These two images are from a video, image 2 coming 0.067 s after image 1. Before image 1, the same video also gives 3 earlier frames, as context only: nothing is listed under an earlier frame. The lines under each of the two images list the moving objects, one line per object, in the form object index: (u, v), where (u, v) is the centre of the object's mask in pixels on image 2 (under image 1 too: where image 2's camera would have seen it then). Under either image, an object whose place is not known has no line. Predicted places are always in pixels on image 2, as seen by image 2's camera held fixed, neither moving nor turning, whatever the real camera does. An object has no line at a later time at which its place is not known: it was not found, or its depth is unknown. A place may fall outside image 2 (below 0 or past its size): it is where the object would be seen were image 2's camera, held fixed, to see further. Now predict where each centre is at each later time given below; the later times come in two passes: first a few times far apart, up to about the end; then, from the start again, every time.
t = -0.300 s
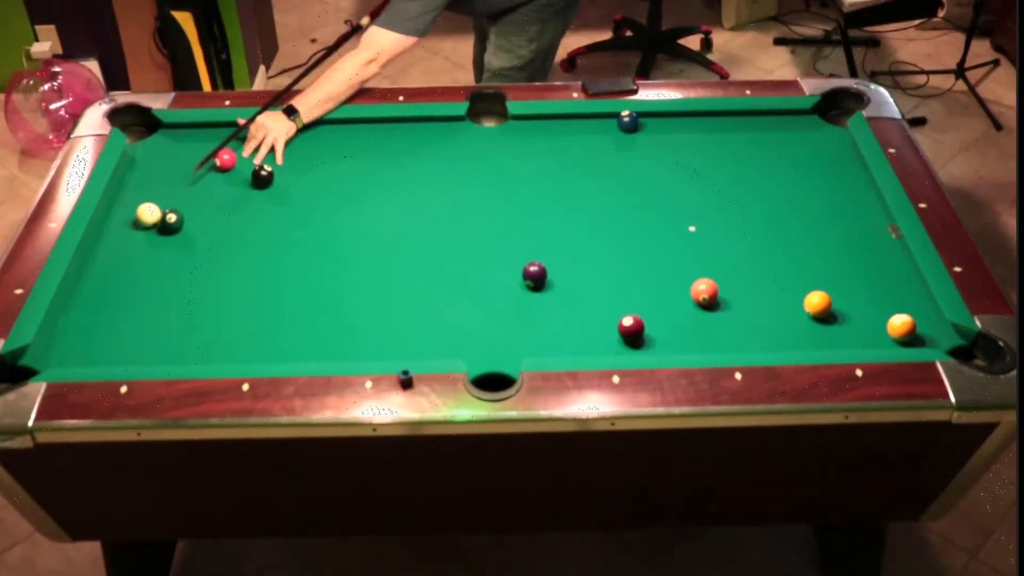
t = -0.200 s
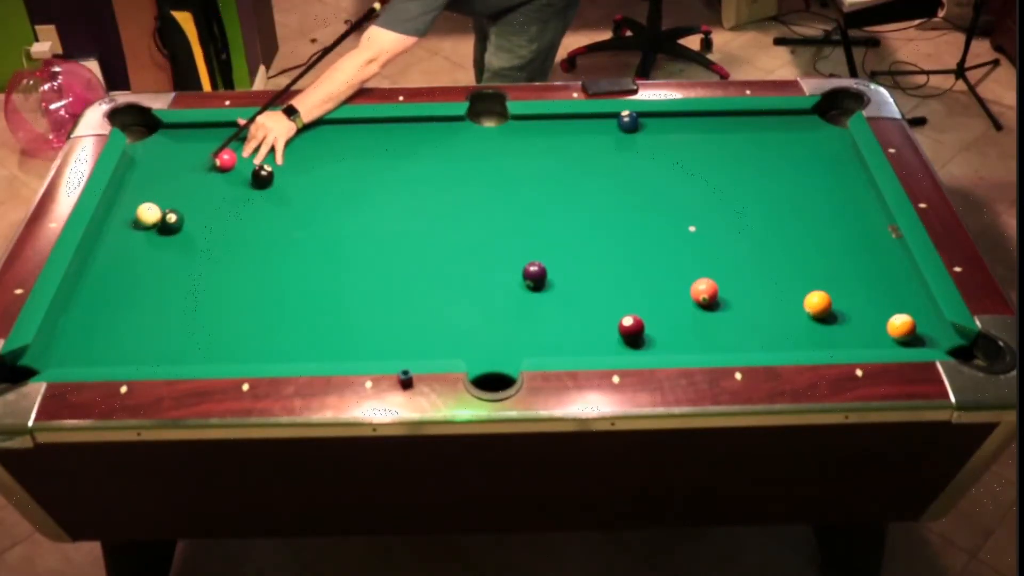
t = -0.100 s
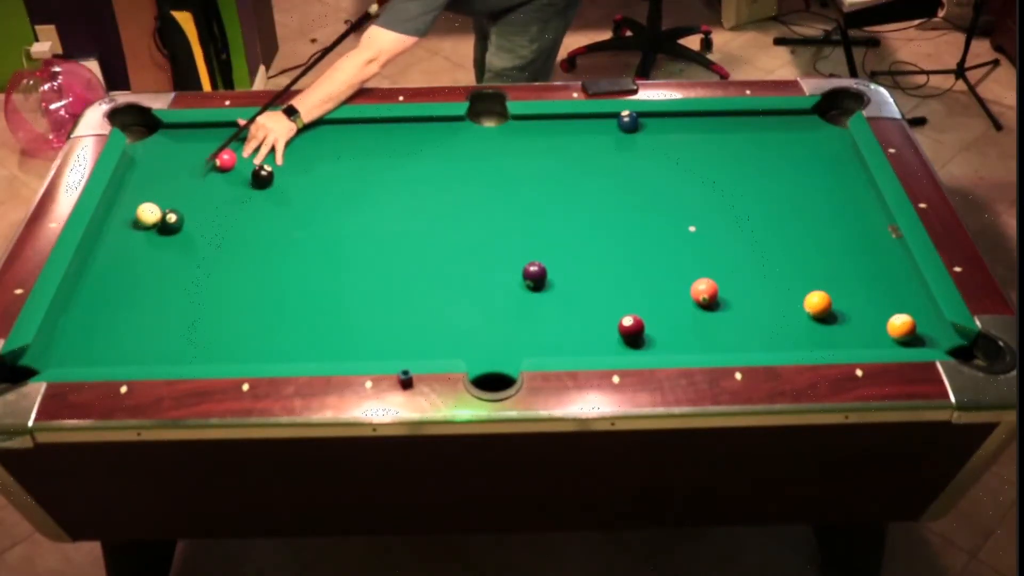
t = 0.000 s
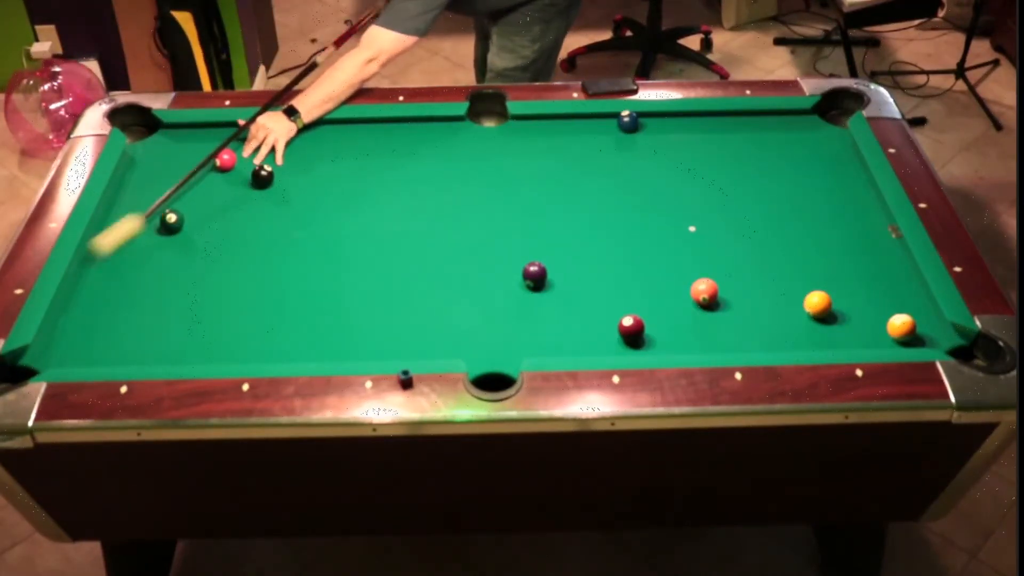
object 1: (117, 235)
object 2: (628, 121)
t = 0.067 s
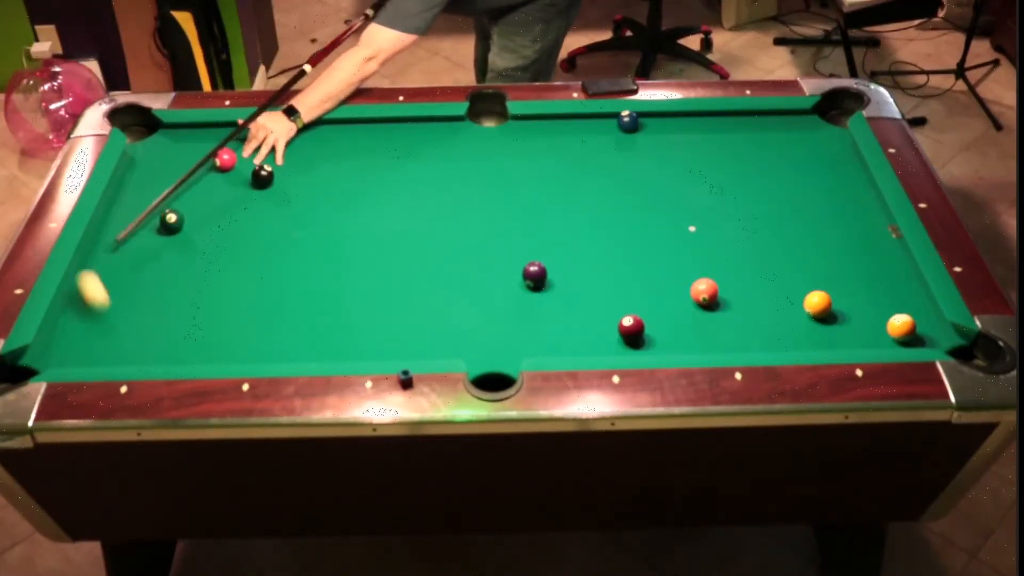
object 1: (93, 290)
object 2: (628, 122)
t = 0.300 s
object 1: (267, 282)
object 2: (628, 121)
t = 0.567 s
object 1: (465, 185)
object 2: (628, 121)
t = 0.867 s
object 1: (605, 128)
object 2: (654, 125)
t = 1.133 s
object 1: (615, 159)
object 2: (738, 140)
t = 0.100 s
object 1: (105, 315)
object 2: (628, 122)
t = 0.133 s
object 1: (118, 342)
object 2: (628, 121)
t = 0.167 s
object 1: (141, 351)
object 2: (628, 122)
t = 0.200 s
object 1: (174, 333)
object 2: (628, 122)
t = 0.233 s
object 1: (207, 314)
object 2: (628, 121)
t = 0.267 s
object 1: (238, 298)
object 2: (628, 121)
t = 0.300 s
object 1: (267, 282)
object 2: (628, 121)
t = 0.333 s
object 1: (295, 268)
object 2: (628, 121)
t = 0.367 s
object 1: (321, 255)
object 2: (628, 121)
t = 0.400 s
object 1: (347, 243)
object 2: (628, 121)
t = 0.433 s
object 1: (372, 230)
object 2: (628, 121)
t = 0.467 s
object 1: (396, 219)
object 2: (628, 121)
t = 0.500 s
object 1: (420, 207)
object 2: (628, 121)
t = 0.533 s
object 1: (442, 196)
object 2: (628, 121)
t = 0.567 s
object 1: (465, 185)
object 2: (628, 121)
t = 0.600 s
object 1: (487, 175)
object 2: (628, 121)
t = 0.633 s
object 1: (508, 165)
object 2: (628, 121)
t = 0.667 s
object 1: (529, 155)
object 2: (628, 121)
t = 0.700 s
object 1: (548, 145)
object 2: (628, 121)
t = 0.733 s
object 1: (568, 136)
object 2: (628, 121)
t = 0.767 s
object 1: (587, 126)
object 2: (628, 122)
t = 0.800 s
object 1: (602, 119)
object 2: (629, 122)
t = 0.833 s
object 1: (605, 123)
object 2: (640, 123)
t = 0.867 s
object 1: (605, 128)
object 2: (654, 125)
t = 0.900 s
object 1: (604, 133)
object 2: (668, 128)
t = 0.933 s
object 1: (605, 138)
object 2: (678, 130)
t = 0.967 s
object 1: (606, 142)
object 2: (686, 131)
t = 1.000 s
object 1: (607, 145)
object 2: (698, 133)
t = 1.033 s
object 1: (609, 149)
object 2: (708, 135)
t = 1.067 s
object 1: (611, 153)
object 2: (718, 137)
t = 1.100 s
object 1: (613, 156)
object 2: (727, 138)
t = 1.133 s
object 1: (615, 159)
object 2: (738, 140)
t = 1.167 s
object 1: (617, 163)
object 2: (748, 143)
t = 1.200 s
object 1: (618, 167)
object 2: (757, 143)
